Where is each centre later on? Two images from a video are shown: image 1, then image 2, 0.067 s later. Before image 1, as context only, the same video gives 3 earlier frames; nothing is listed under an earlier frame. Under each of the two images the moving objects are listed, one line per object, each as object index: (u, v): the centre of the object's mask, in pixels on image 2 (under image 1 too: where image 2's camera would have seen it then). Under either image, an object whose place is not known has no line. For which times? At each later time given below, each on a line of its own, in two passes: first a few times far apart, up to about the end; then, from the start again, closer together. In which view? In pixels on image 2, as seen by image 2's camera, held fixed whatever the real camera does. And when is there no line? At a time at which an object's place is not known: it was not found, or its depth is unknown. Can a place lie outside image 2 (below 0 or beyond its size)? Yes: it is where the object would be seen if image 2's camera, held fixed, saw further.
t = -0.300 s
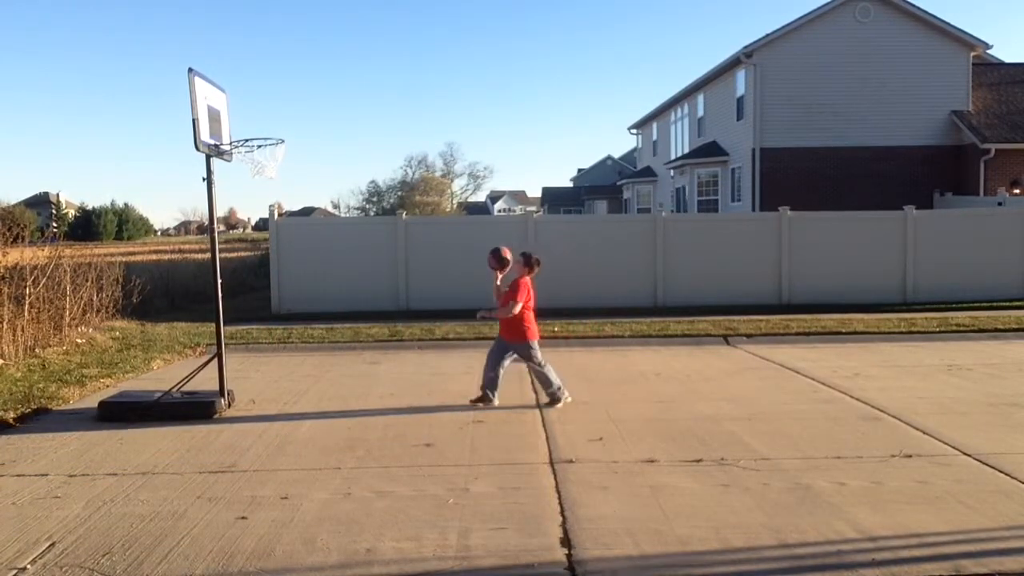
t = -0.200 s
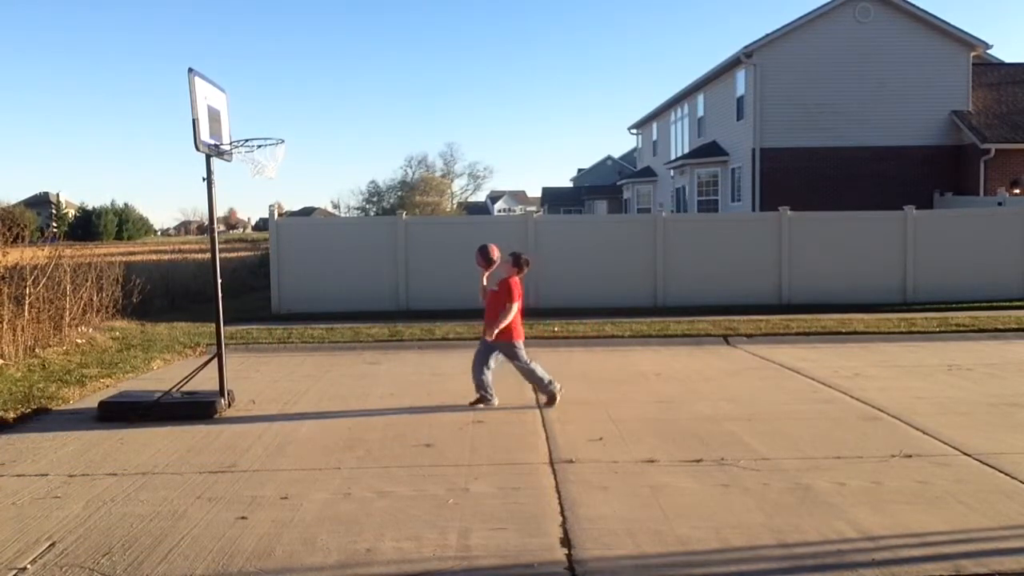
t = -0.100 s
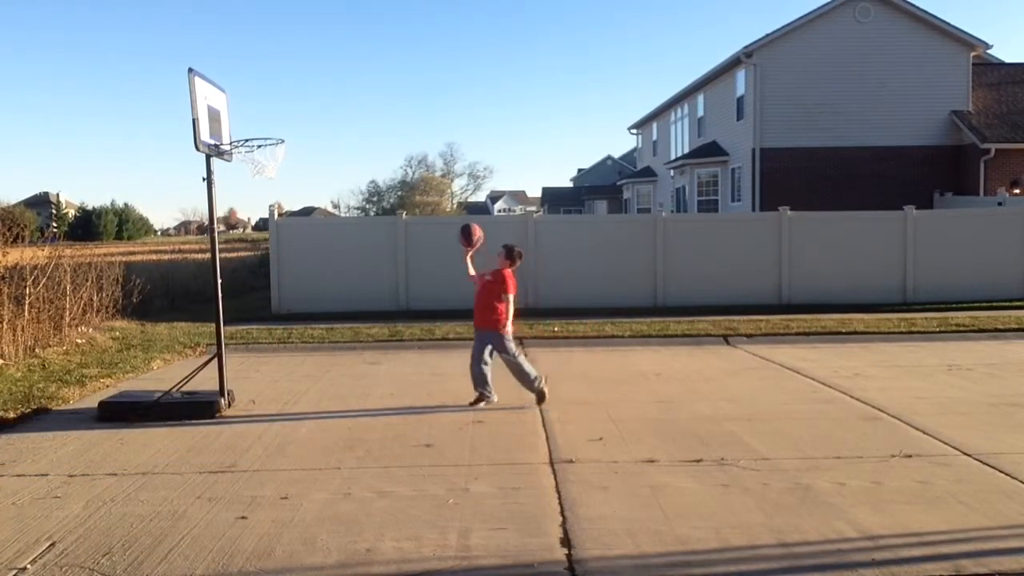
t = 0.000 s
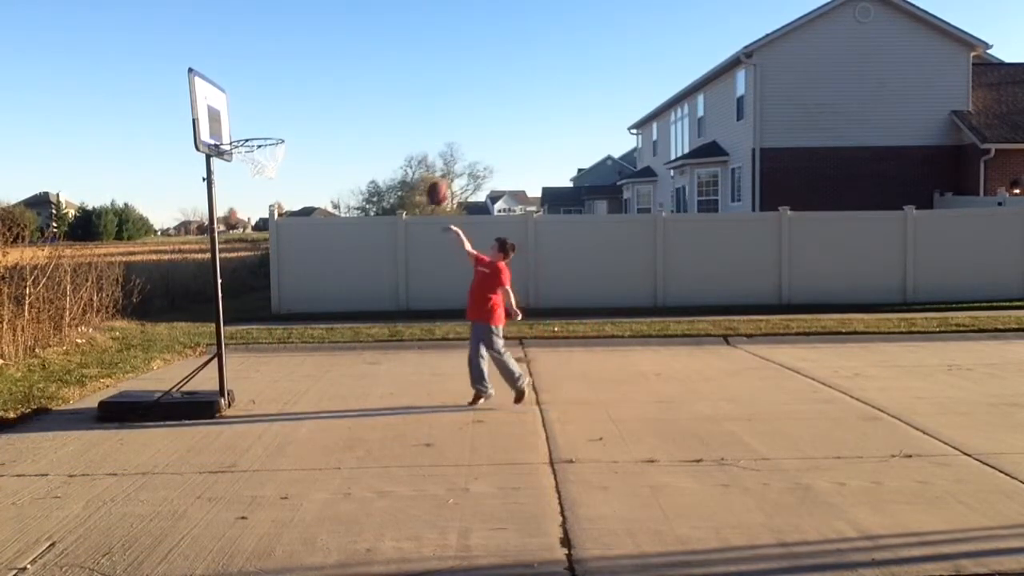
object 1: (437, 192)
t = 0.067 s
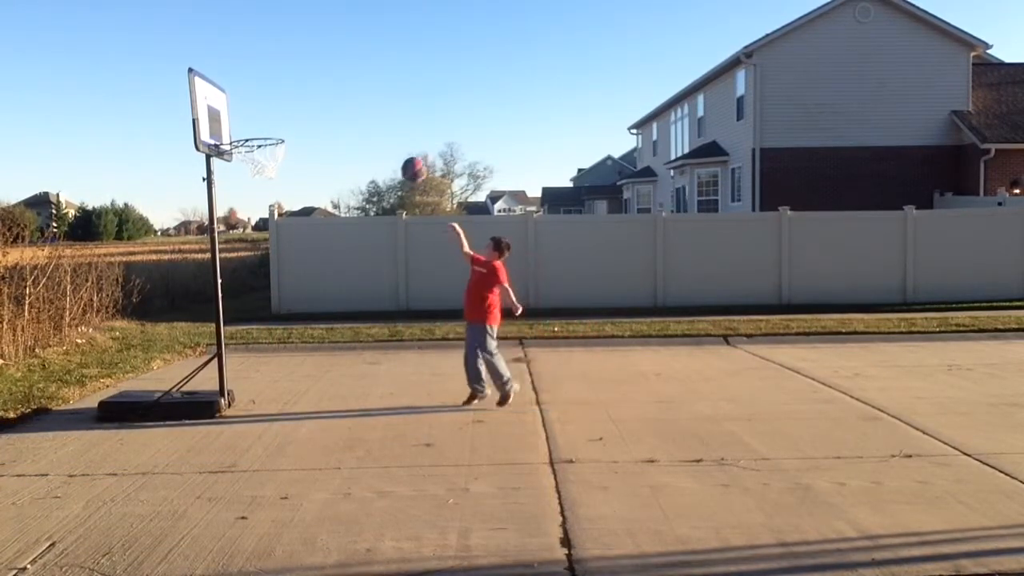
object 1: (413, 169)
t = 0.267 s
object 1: (342, 124)
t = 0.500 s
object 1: (258, 124)
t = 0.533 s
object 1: (247, 129)
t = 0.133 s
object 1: (390, 150)
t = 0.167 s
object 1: (378, 141)
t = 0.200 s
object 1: (366, 135)
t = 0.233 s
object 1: (354, 129)
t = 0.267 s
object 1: (342, 124)
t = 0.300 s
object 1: (330, 121)
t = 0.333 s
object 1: (318, 118)
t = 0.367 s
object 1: (306, 117)
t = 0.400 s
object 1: (294, 117)
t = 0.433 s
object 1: (282, 119)
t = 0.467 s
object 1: (270, 121)
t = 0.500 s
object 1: (258, 124)
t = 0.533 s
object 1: (247, 129)
